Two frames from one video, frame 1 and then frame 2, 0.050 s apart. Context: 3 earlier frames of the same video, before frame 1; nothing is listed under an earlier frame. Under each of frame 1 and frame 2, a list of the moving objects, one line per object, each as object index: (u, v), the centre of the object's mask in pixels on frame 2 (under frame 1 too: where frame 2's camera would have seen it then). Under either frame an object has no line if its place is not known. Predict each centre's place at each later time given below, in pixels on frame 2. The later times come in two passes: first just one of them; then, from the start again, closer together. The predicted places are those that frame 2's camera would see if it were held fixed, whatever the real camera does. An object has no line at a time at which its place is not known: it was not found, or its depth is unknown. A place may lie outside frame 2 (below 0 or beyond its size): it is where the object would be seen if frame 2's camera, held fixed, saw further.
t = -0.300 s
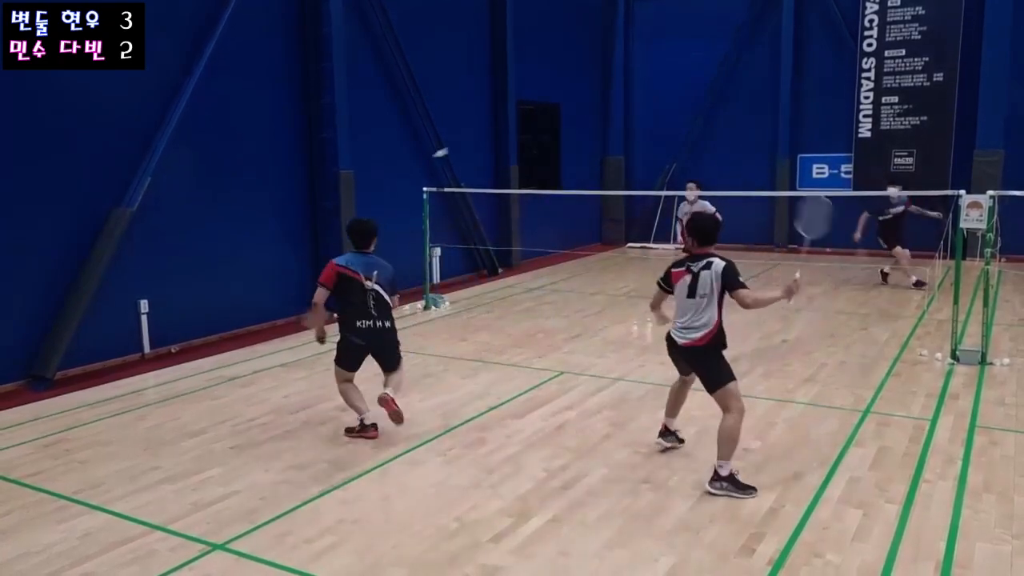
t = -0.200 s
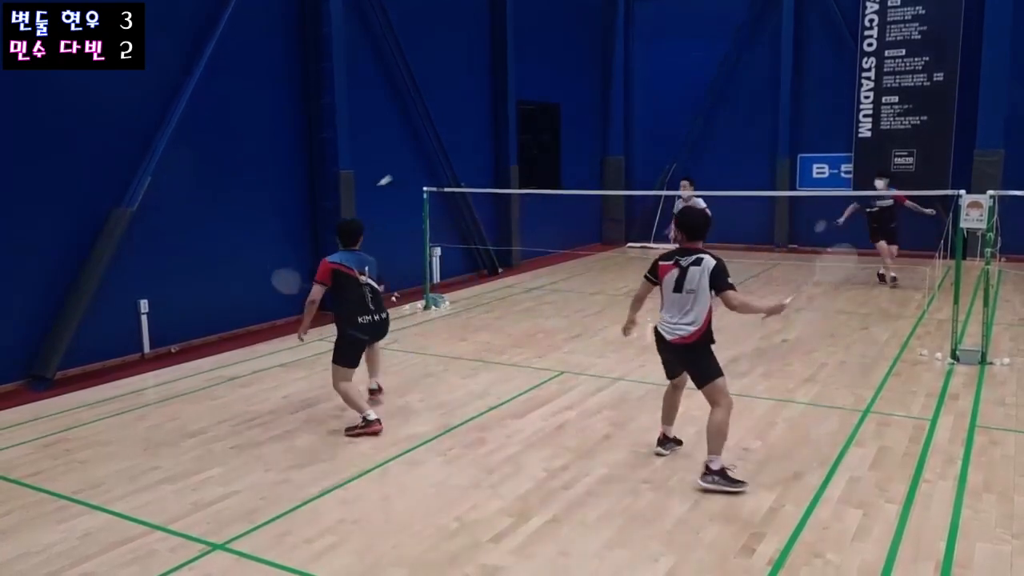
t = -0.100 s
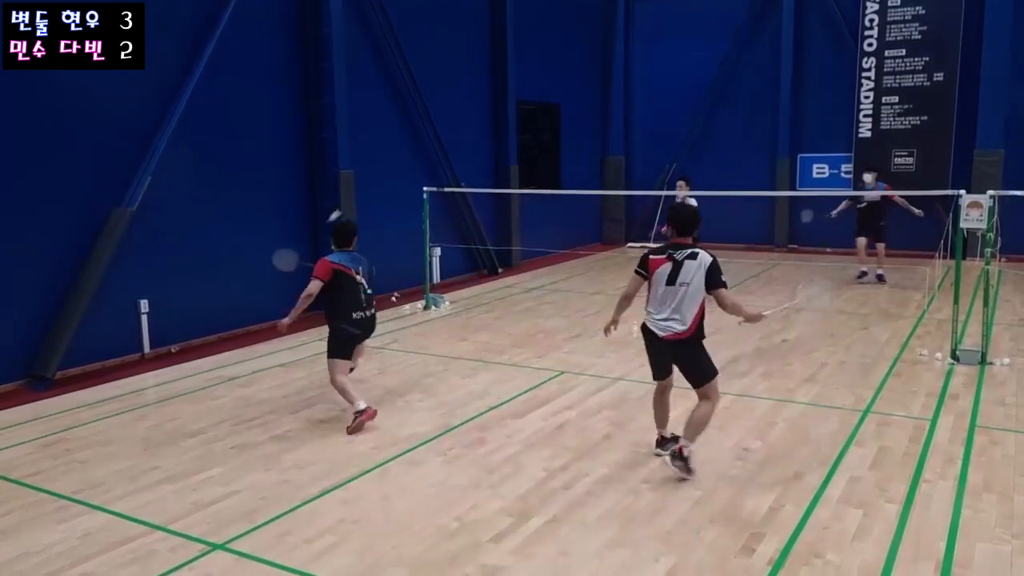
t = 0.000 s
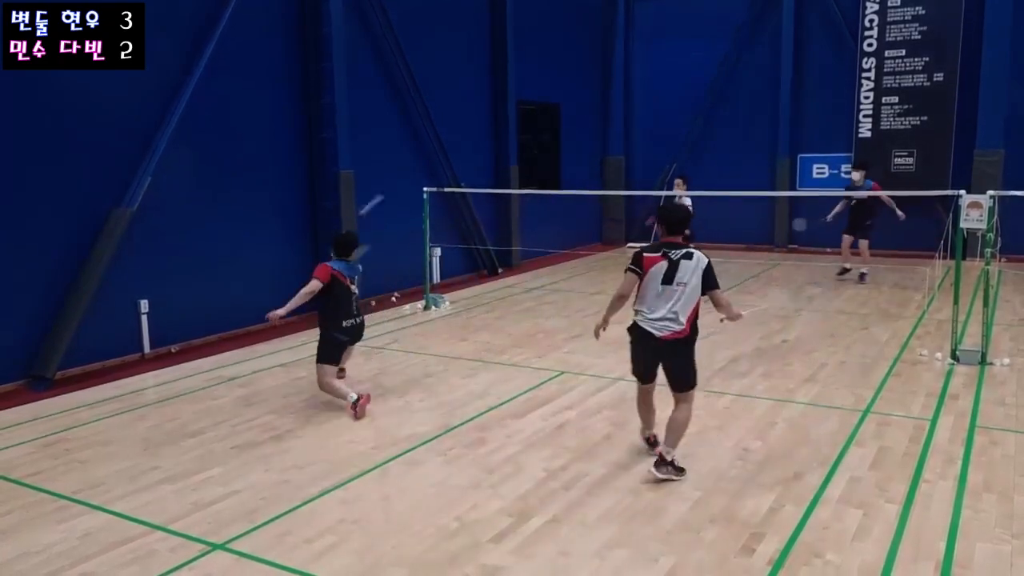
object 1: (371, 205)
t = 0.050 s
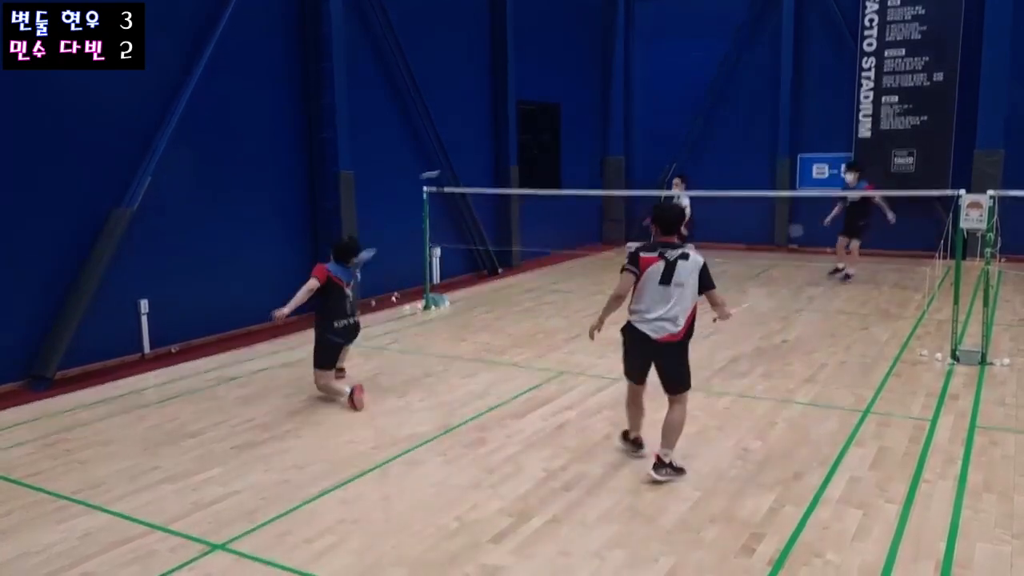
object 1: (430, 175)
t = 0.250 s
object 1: (549, 130)
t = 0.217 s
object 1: (536, 133)
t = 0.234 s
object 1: (543, 132)
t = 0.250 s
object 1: (549, 130)
